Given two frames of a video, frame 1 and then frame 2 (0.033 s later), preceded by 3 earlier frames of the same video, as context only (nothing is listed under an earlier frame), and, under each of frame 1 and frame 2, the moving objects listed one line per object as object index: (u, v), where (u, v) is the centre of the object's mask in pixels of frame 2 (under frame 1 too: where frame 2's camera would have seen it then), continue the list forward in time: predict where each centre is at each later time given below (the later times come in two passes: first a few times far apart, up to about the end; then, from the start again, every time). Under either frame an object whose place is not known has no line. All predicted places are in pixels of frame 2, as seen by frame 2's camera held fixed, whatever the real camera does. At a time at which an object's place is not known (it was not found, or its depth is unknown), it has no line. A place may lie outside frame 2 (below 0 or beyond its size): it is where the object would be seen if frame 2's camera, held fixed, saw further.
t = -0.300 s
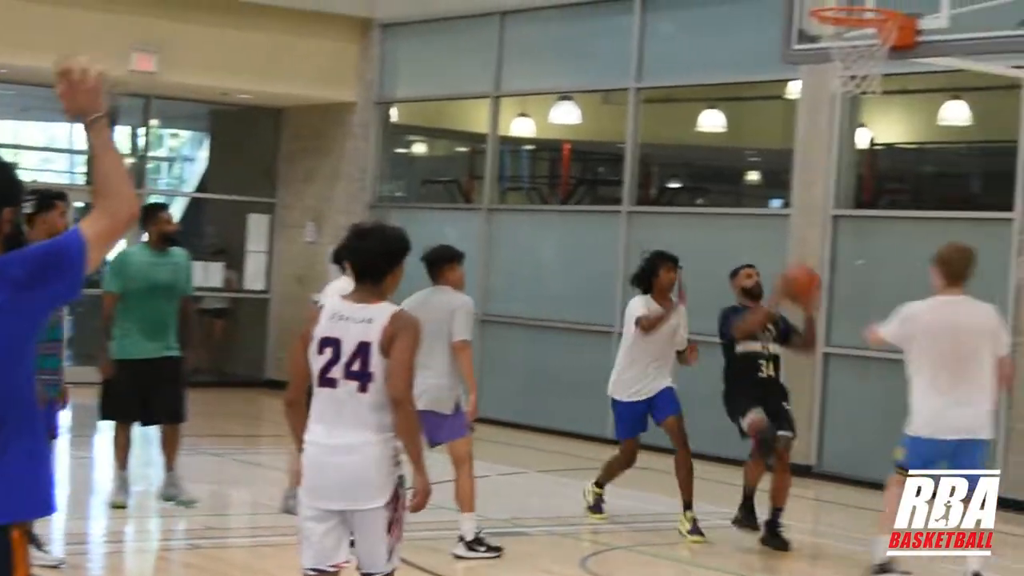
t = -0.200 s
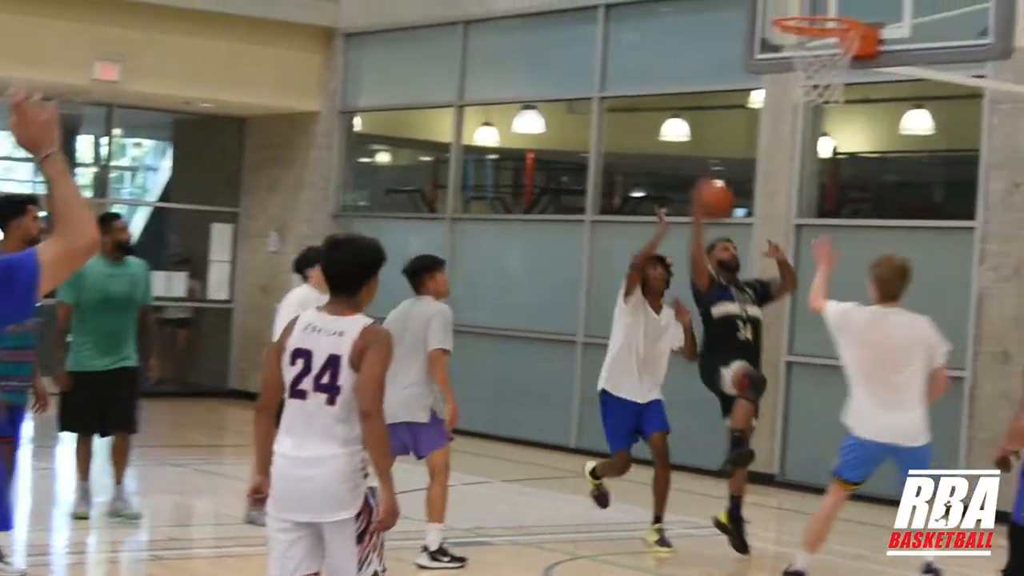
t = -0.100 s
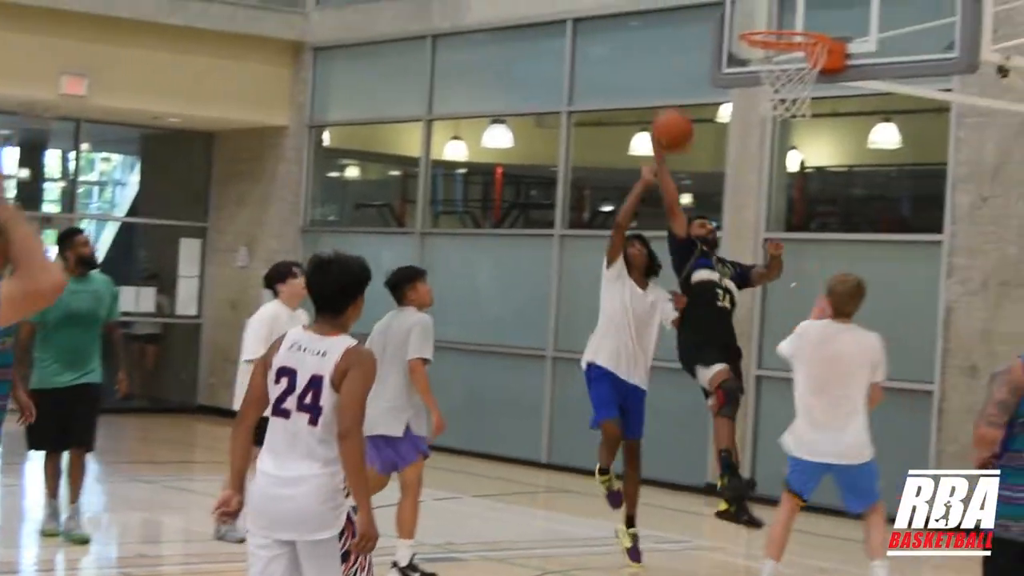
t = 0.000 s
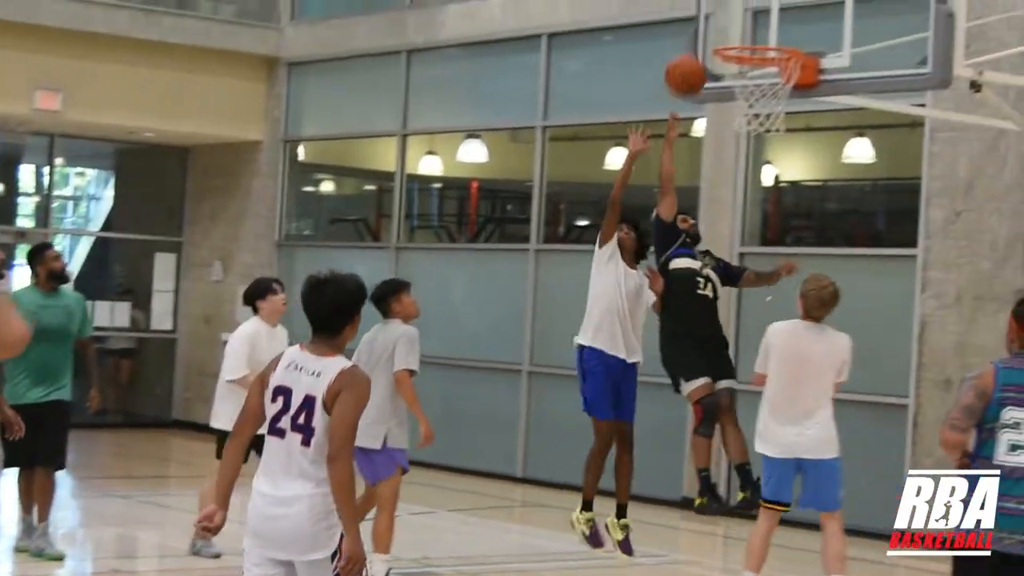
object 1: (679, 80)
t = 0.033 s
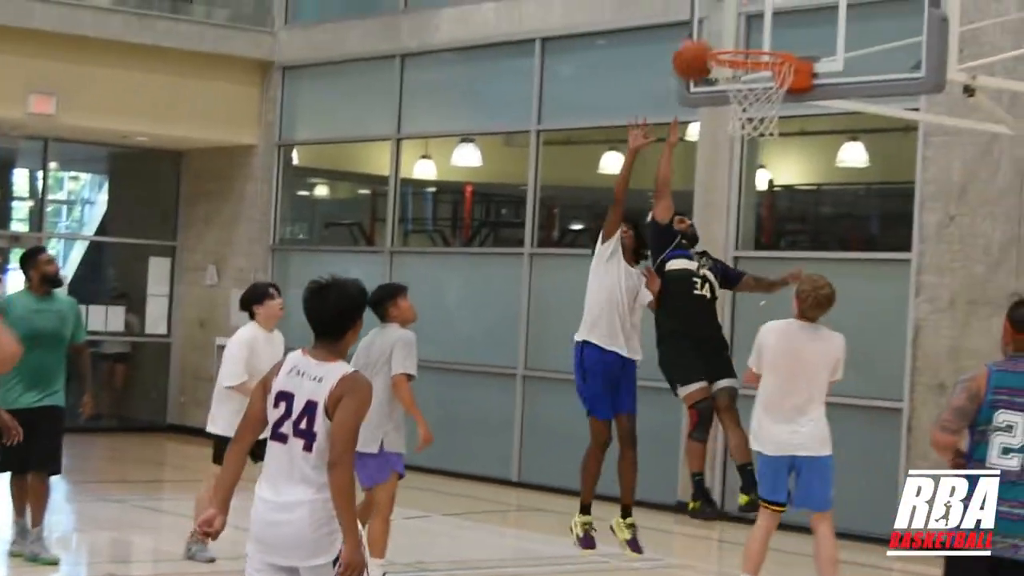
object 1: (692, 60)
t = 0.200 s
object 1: (760, -2)
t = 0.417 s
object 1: (750, 7)
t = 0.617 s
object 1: (744, 90)
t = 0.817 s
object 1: (753, 213)
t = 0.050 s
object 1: (699, 49)
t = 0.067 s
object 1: (706, 40)
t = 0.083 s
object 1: (715, 33)
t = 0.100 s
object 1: (722, 26)
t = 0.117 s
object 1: (729, 19)
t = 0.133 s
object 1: (736, 12)
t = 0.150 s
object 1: (744, 7)
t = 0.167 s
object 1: (750, 4)
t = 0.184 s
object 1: (757, 0)
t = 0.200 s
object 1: (760, -2)
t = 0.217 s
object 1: (760, -4)
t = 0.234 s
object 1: (759, -5)
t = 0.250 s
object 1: (758, -6)
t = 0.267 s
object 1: (757, -6)
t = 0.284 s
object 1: (756, -6)
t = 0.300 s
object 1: (755, -6)
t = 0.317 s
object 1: (755, -5)
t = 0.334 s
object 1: (754, -5)
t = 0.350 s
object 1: (753, -3)
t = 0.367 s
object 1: (752, -2)
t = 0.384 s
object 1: (751, 0)
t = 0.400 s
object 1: (751, 3)
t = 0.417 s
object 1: (750, 7)
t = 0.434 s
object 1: (748, 11)
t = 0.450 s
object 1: (747, 17)
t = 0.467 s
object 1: (746, 23)
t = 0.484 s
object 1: (745, 29)
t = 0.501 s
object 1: (744, 33)
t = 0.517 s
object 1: (743, 37)
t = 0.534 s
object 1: (742, 41)
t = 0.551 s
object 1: (741, 59)
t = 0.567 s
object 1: (742, 66)
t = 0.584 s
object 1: (741, 72)
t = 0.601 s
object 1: (742, 80)
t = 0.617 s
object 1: (744, 90)
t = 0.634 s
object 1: (746, 98)
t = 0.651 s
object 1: (747, 105)
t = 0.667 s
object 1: (749, 115)
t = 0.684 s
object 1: (748, 124)
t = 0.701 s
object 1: (749, 134)
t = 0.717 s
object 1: (749, 146)
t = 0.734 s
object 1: (750, 153)
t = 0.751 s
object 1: (750, 164)
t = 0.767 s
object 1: (751, 178)
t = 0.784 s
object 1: (750, 191)
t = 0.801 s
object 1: (752, 202)
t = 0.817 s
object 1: (753, 213)
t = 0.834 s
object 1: (753, 226)
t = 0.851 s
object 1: (753, 240)
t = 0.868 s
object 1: (754, 254)
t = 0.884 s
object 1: (754, 270)
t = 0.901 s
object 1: (755, 284)
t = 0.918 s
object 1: (756, 296)
